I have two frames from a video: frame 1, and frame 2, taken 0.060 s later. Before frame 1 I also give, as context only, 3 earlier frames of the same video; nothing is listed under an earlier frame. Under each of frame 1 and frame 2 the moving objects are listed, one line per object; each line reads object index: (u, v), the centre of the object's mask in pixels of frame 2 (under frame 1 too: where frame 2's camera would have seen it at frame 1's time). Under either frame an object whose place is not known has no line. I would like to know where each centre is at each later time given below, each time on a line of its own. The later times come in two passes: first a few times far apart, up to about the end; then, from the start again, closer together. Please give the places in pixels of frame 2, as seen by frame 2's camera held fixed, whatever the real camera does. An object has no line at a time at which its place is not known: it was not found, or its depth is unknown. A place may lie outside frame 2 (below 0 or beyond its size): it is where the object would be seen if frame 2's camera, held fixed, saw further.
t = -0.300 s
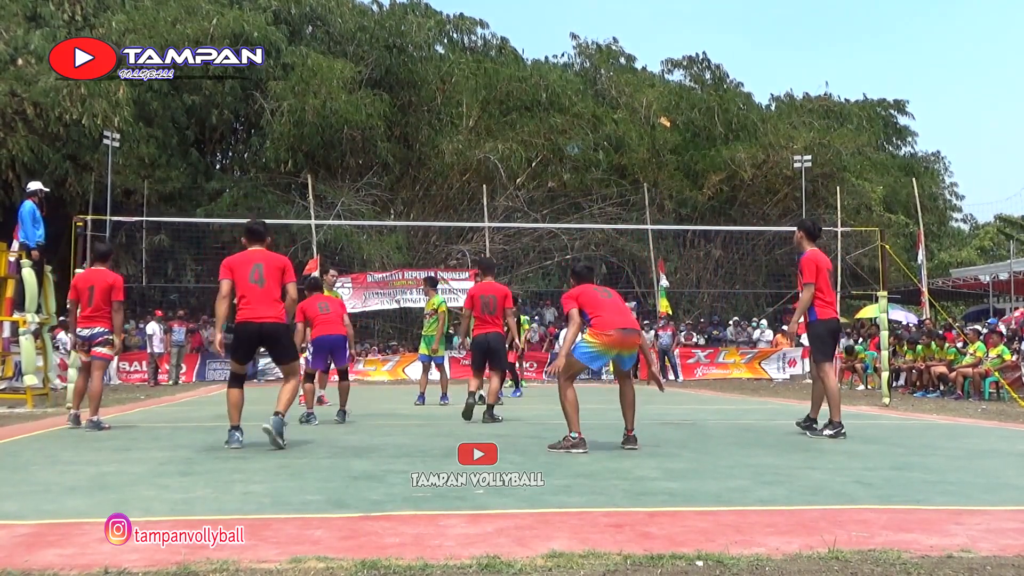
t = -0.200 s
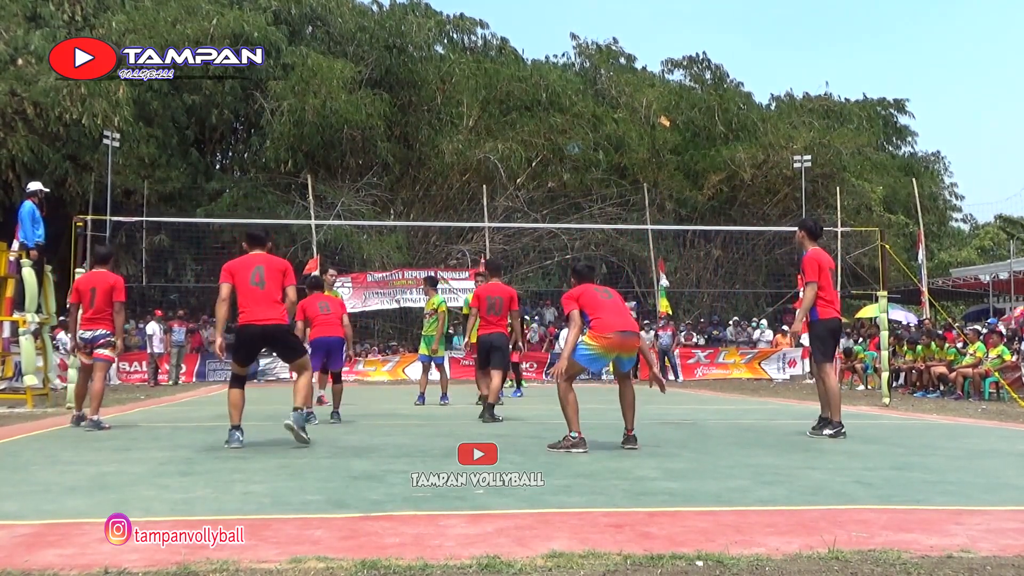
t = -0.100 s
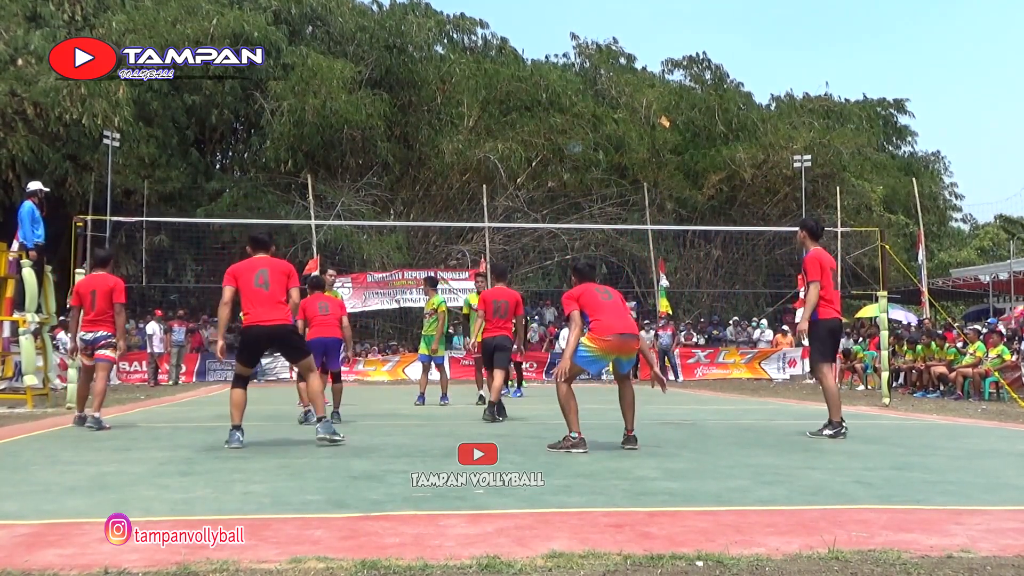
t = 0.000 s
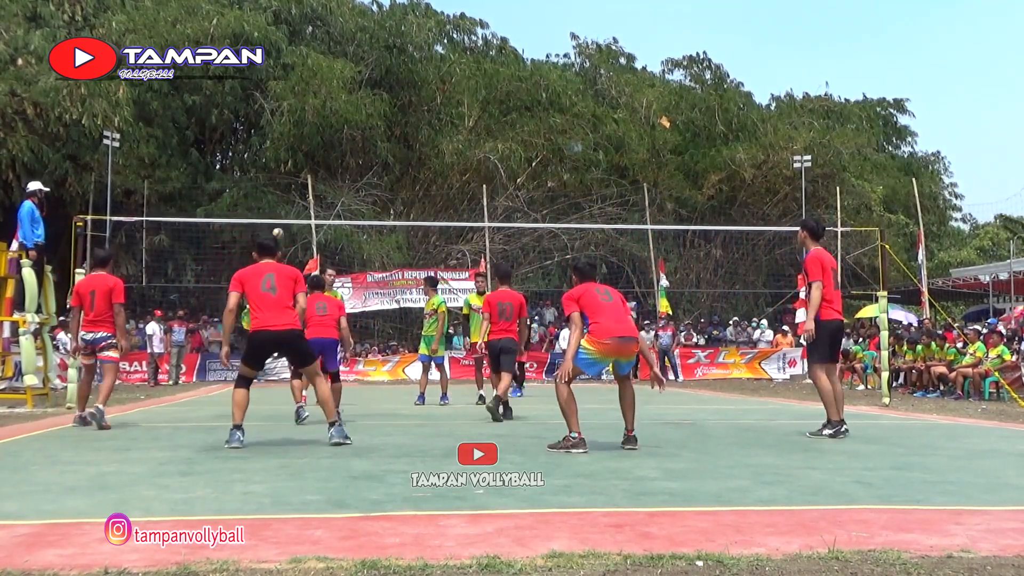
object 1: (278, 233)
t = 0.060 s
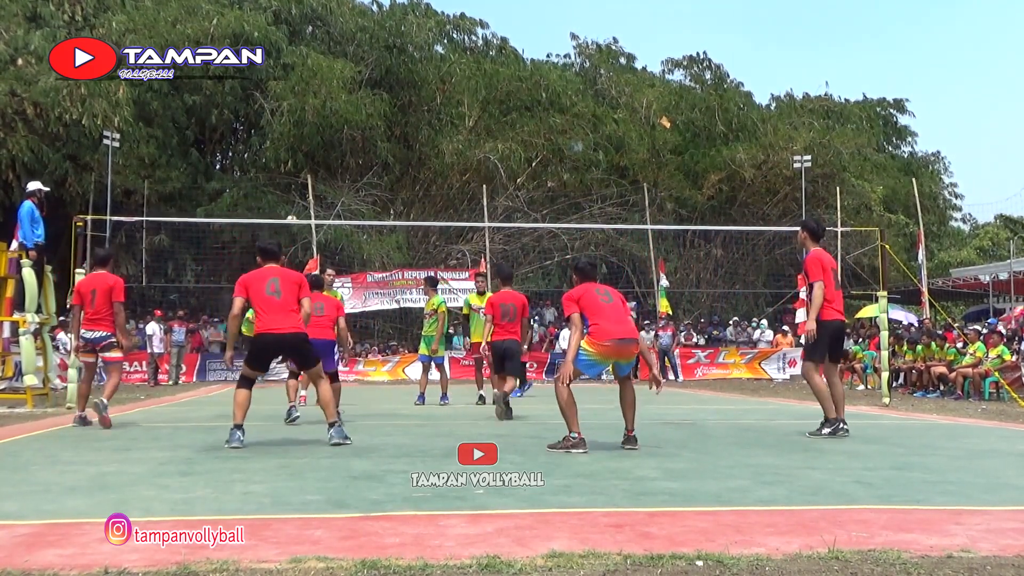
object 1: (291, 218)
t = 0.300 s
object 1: (360, 180)
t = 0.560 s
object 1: (465, 167)
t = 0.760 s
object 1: (589, 194)
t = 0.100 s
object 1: (301, 212)
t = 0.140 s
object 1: (311, 205)
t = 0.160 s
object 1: (317, 201)
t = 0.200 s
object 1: (329, 194)
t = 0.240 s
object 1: (340, 188)
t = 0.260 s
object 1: (347, 185)
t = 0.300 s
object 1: (360, 180)
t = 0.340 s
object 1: (373, 175)
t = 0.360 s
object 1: (380, 174)
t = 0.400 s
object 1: (395, 171)
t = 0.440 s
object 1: (410, 169)
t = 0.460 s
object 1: (418, 168)
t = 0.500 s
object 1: (436, 167)
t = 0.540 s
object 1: (455, 167)
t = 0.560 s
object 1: (465, 167)
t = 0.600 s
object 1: (486, 170)
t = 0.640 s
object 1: (509, 173)
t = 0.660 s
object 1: (521, 175)
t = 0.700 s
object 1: (547, 181)
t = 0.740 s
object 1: (574, 189)
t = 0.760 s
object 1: (589, 194)
